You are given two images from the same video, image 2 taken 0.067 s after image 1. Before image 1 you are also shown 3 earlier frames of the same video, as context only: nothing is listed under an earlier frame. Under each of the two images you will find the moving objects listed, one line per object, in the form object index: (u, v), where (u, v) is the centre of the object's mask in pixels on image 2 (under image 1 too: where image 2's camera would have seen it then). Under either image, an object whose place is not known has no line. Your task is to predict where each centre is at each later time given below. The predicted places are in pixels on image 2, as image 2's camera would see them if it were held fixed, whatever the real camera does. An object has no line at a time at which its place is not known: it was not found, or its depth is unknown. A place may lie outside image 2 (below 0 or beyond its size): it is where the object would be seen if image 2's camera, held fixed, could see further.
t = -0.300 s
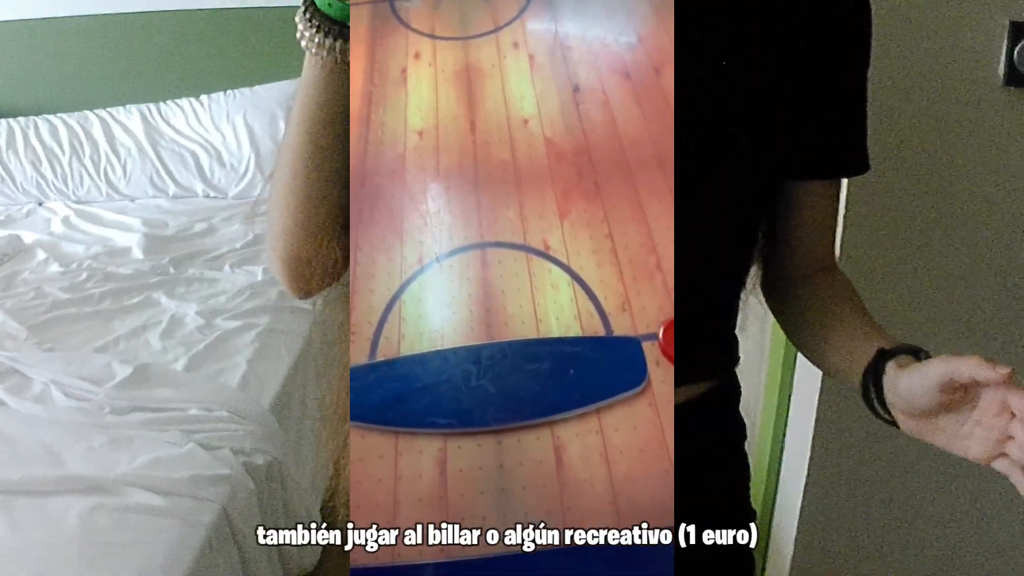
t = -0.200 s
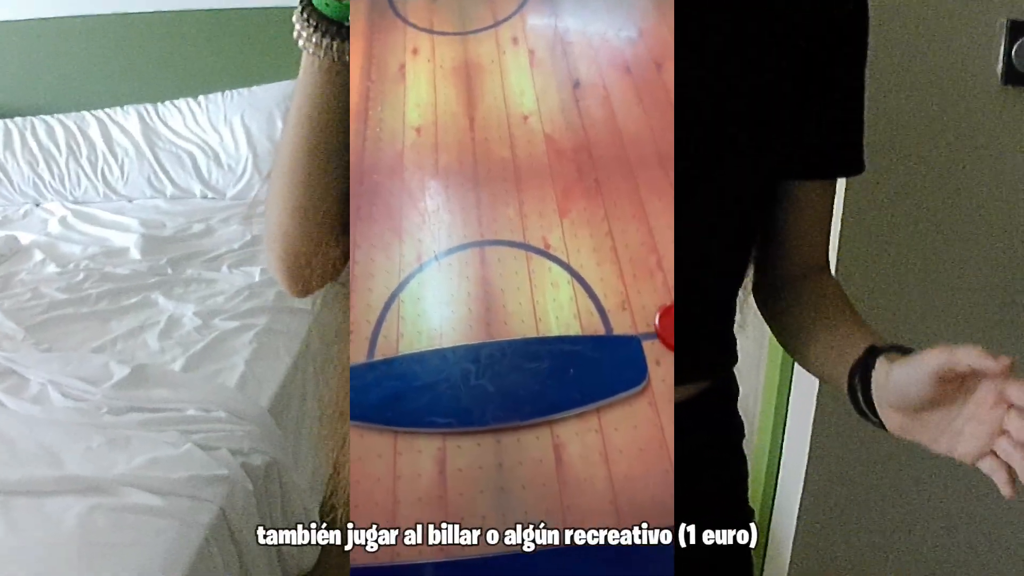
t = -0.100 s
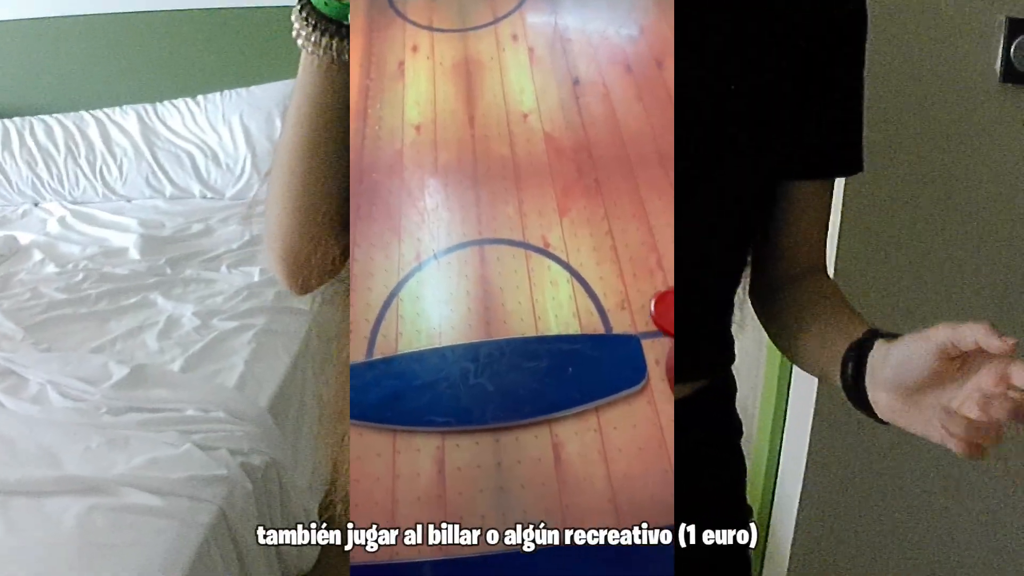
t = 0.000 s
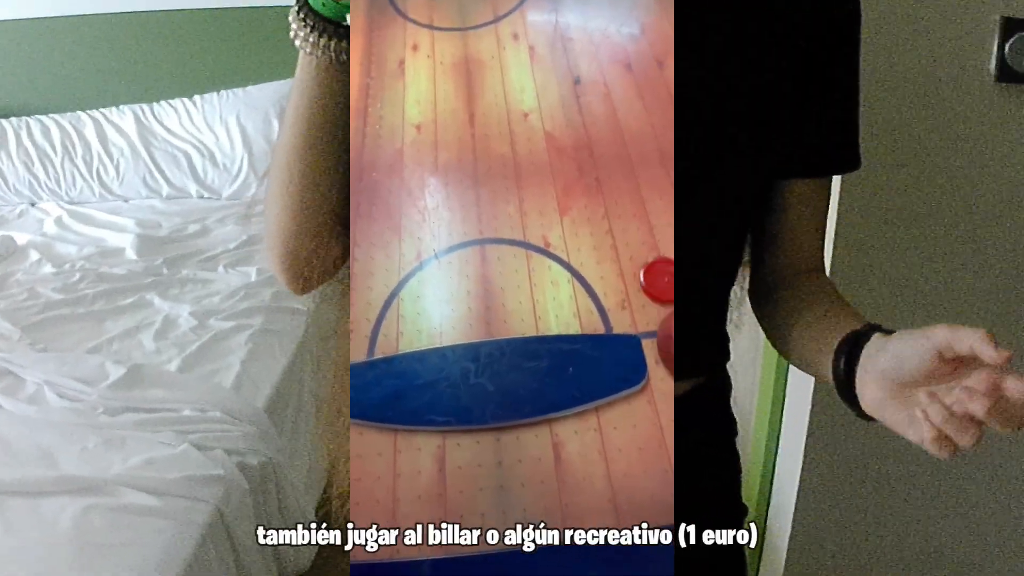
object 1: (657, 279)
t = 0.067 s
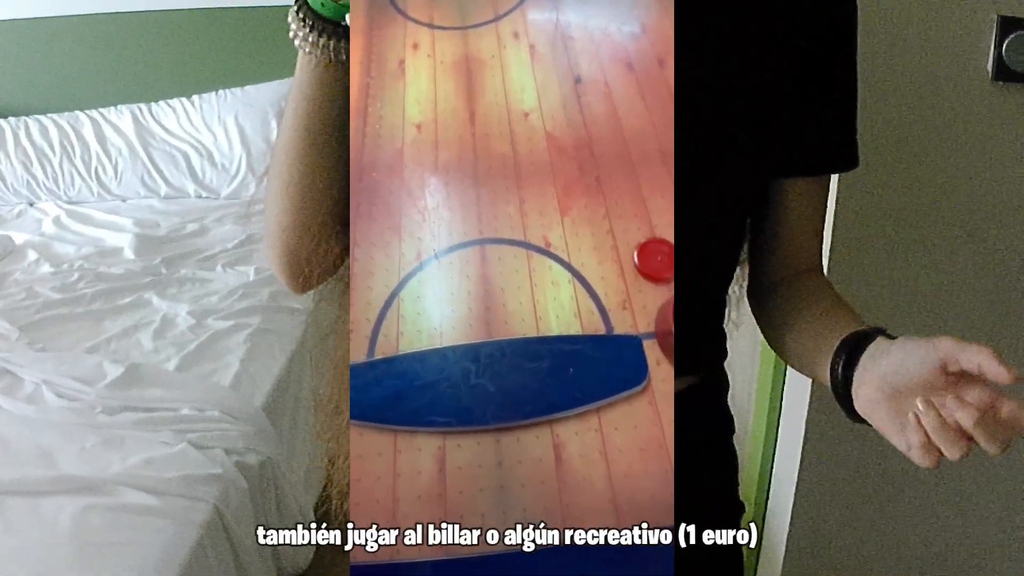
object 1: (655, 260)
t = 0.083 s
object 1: (655, 260)
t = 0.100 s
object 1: (654, 251)
